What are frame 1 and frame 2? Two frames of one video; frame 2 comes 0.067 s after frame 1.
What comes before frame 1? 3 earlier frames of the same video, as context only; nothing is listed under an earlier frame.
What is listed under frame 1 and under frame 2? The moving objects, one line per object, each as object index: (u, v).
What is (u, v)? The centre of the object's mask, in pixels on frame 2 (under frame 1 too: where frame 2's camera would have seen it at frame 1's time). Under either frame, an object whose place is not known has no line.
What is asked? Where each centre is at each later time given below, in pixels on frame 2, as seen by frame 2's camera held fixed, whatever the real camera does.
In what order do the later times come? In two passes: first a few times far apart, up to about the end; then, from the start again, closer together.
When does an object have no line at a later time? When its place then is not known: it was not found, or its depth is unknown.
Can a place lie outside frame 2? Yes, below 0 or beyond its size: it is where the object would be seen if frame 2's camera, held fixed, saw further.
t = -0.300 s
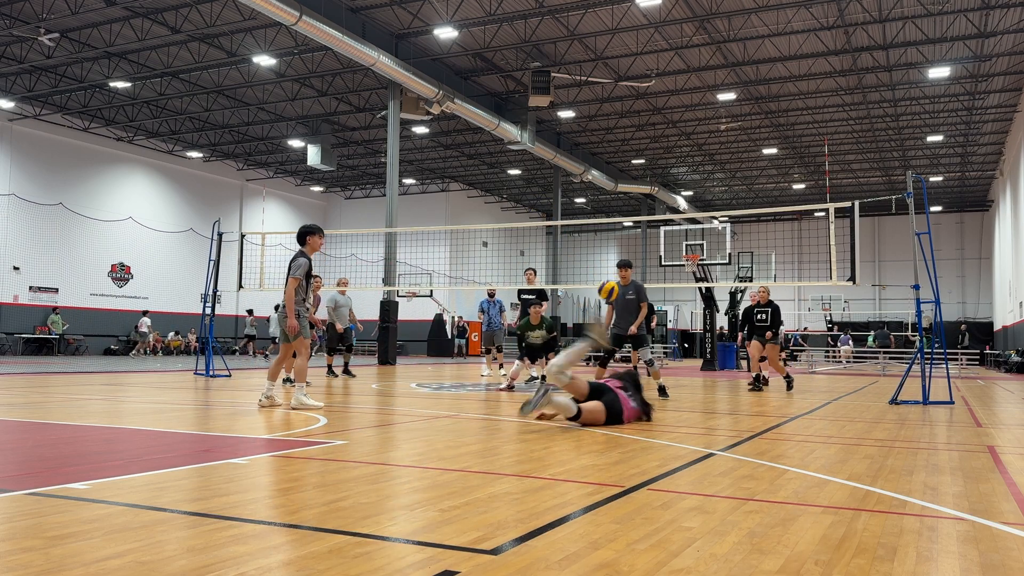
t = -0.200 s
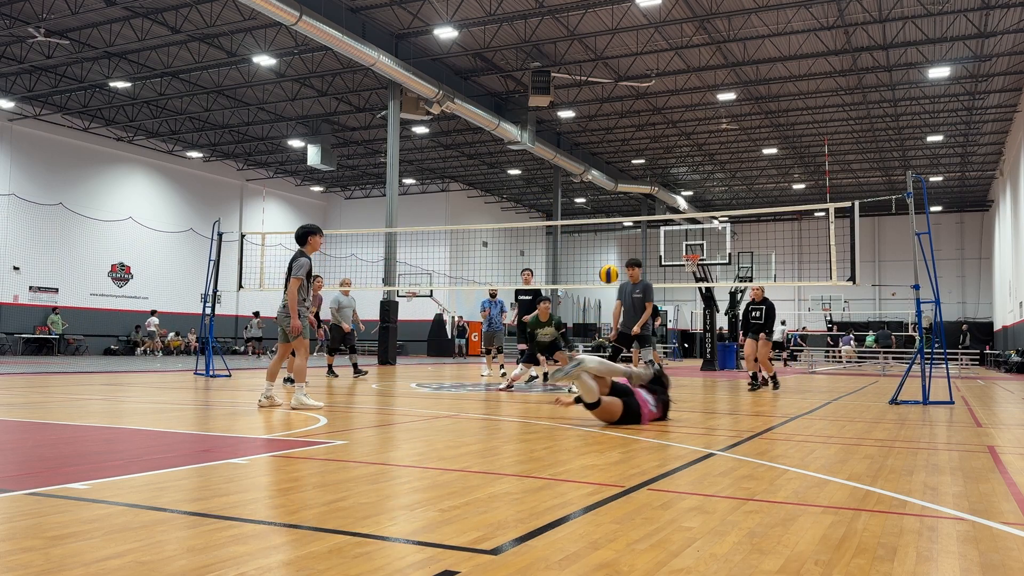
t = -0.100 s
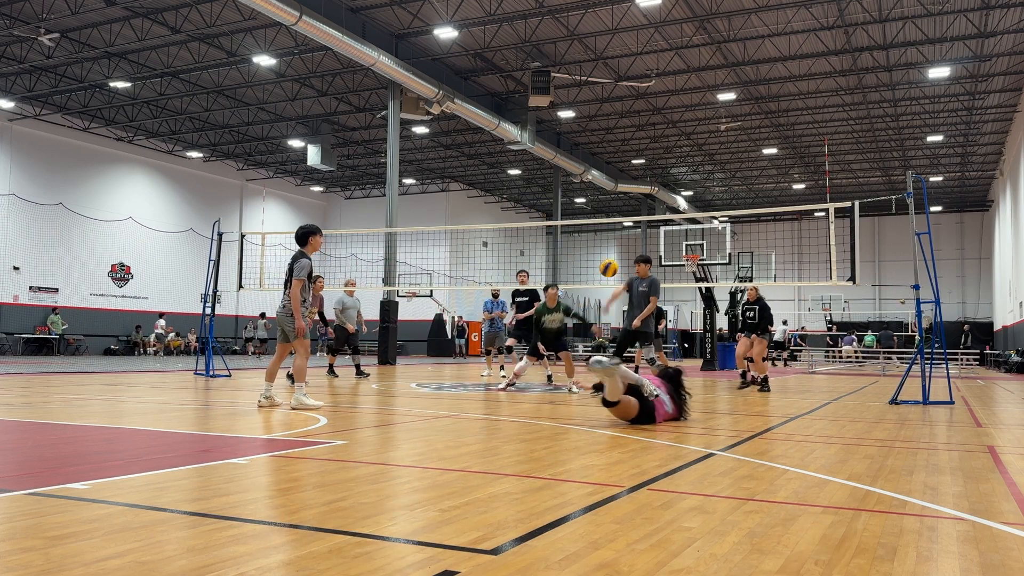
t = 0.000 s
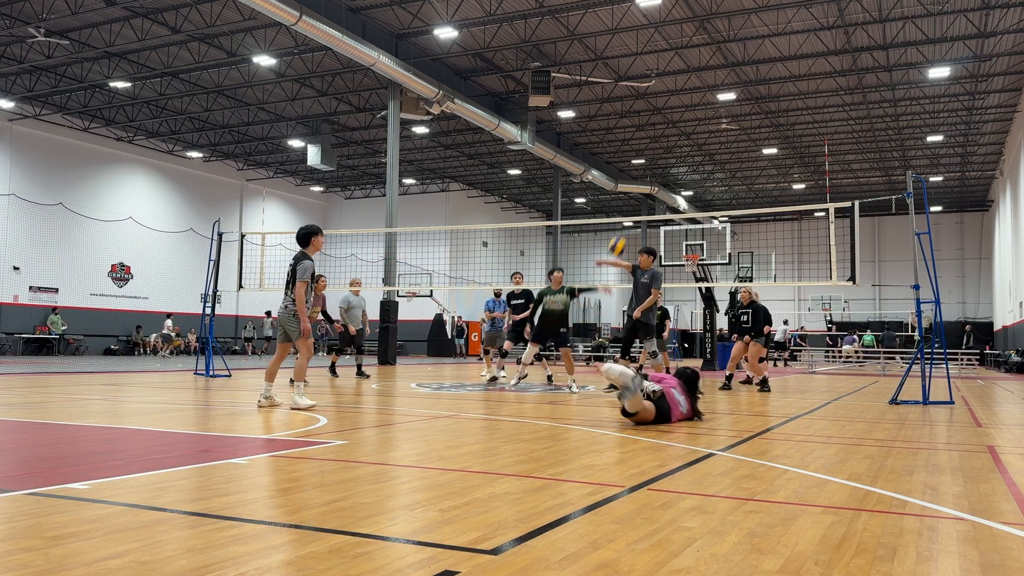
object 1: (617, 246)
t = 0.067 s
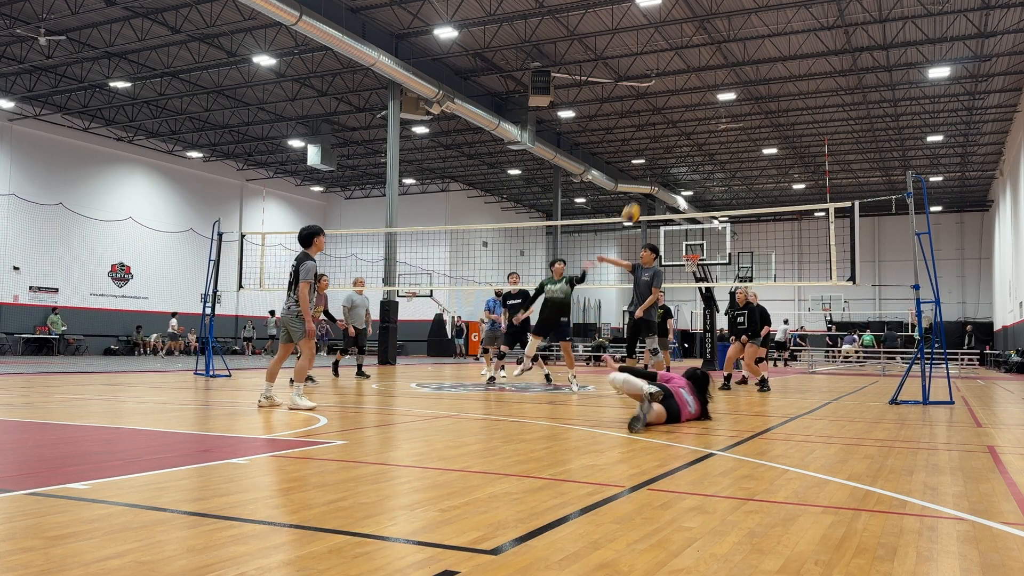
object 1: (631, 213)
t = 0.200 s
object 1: (660, 157)
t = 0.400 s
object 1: (705, 96)
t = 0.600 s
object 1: (755, 68)
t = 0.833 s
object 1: (818, 83)
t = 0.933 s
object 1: (850, 109)
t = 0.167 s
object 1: (653, 170)
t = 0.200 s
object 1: (660, 157)
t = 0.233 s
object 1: (667, 145)
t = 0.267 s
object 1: (675, 132)
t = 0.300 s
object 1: (682, 123)
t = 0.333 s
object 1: (689, 112)
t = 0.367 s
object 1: (697, 103)
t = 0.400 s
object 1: (705, 96)
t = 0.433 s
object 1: (714, 88)
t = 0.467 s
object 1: (721, 83)
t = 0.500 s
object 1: (730, 77)
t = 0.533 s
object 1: (738, 73)
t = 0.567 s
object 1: (746, 70)
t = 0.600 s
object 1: (755, 68)
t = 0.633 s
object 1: (763, 66)
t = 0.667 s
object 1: (772, 67)
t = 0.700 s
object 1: (782, 67)
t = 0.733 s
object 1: (790, 69)
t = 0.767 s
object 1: (800, 73)
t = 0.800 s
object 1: (810, 77)
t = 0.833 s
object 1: (818, 83)
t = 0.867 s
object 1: (829, 90)
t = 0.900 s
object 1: (839, 99)
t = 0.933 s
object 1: (850, 109)
